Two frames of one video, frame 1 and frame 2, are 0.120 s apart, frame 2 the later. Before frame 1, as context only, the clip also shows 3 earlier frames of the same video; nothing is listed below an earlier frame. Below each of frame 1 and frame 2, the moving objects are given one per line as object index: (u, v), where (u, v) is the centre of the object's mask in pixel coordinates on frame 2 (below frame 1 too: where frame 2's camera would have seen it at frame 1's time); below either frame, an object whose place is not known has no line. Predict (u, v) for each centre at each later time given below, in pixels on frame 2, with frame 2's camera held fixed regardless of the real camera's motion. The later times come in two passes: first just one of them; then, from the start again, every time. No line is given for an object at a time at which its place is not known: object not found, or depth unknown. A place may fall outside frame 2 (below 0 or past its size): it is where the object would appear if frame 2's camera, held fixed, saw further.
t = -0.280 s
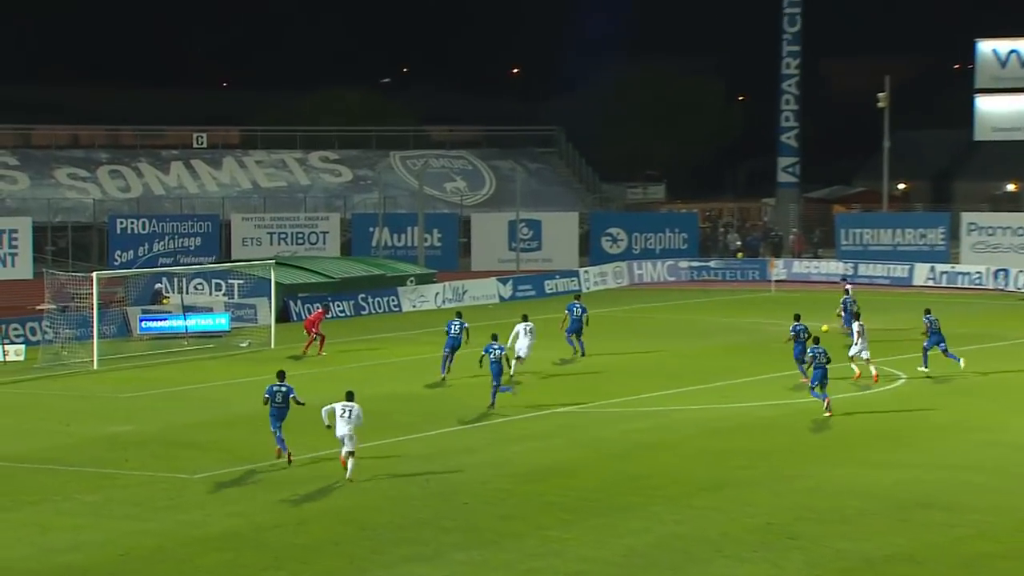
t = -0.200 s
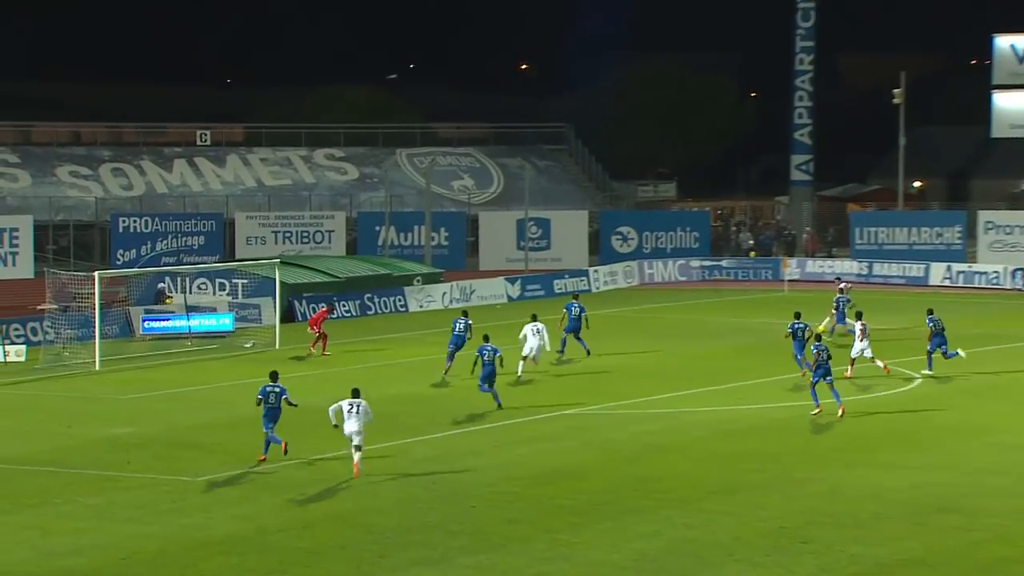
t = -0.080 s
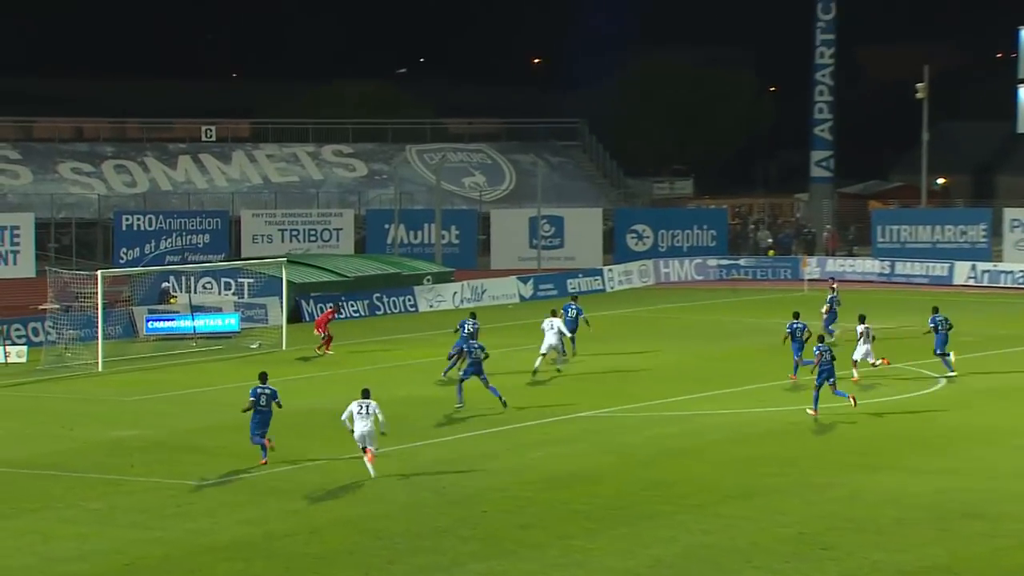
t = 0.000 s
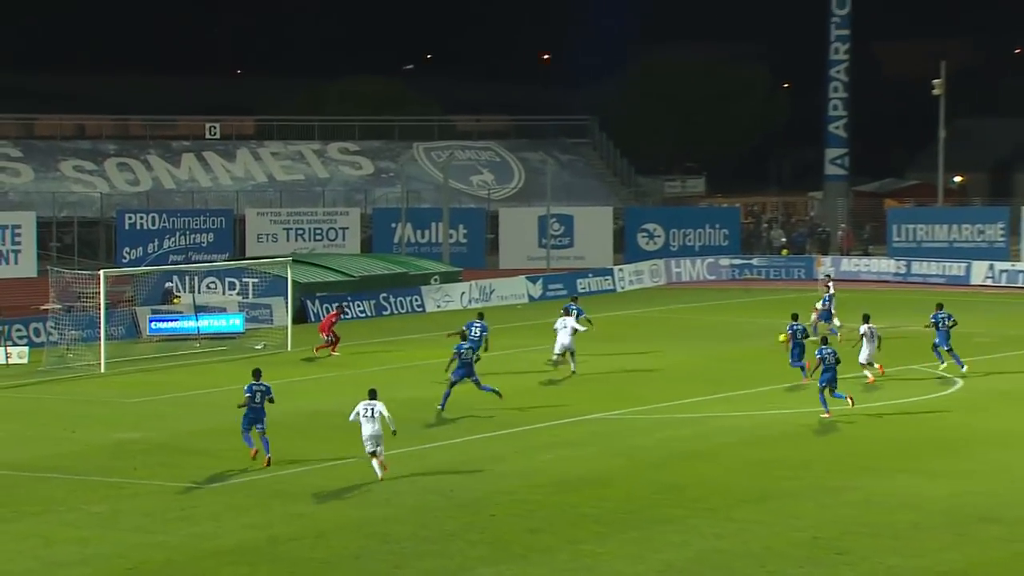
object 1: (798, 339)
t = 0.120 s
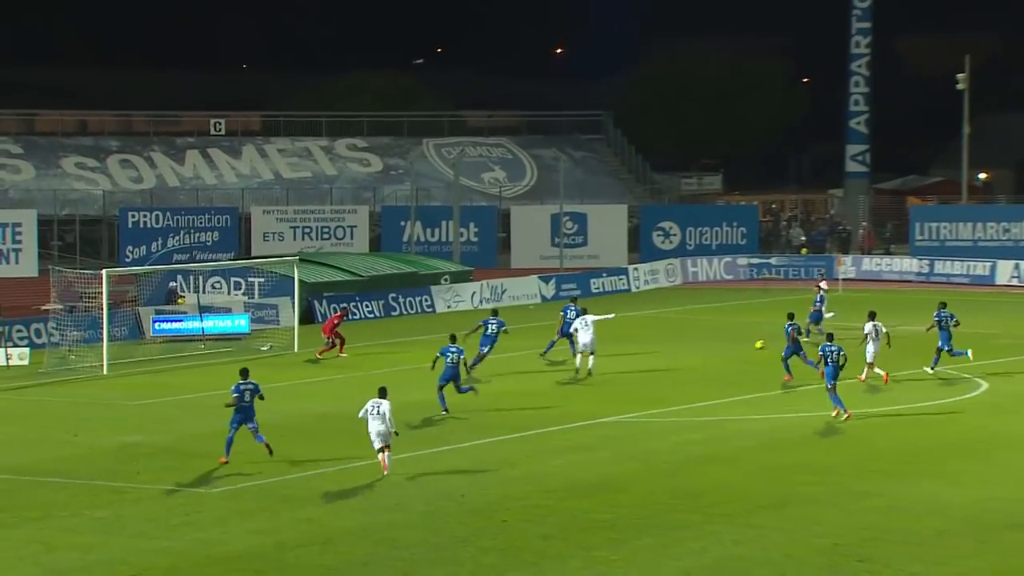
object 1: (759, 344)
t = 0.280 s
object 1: (709, 349)
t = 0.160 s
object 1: (746, 346)
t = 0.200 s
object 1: (734, 347)
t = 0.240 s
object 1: (722, 349)
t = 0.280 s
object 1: (709, 349)
